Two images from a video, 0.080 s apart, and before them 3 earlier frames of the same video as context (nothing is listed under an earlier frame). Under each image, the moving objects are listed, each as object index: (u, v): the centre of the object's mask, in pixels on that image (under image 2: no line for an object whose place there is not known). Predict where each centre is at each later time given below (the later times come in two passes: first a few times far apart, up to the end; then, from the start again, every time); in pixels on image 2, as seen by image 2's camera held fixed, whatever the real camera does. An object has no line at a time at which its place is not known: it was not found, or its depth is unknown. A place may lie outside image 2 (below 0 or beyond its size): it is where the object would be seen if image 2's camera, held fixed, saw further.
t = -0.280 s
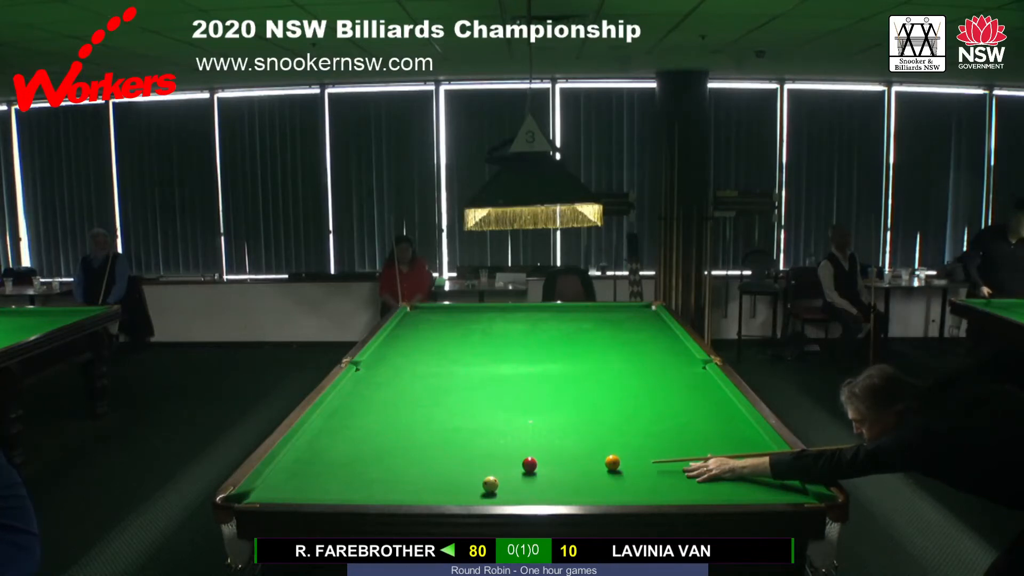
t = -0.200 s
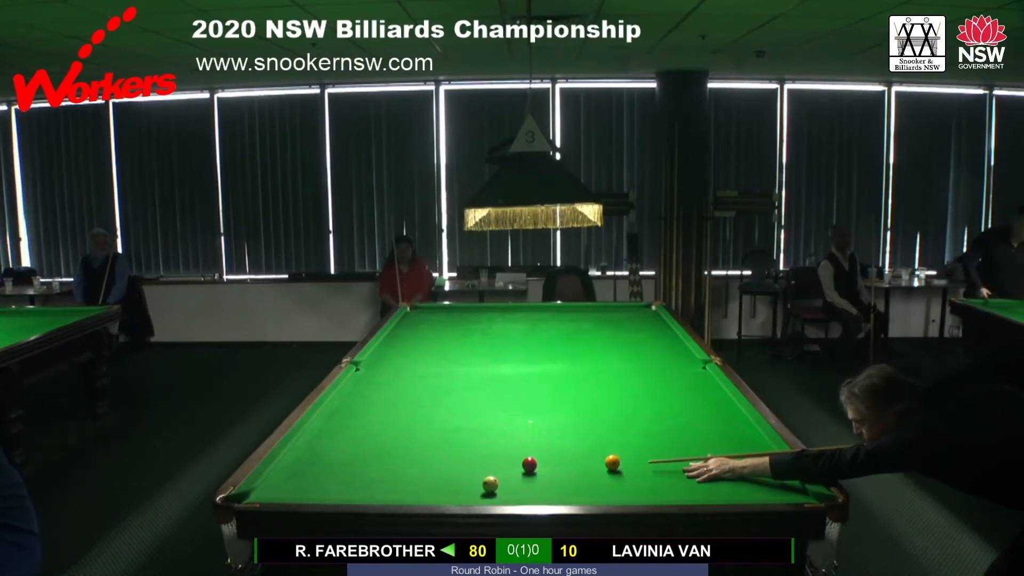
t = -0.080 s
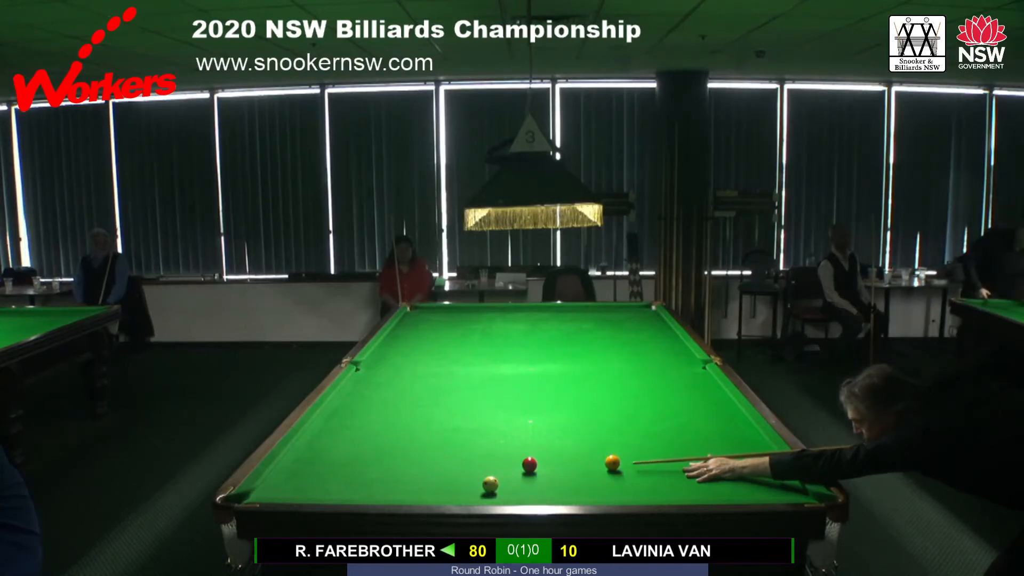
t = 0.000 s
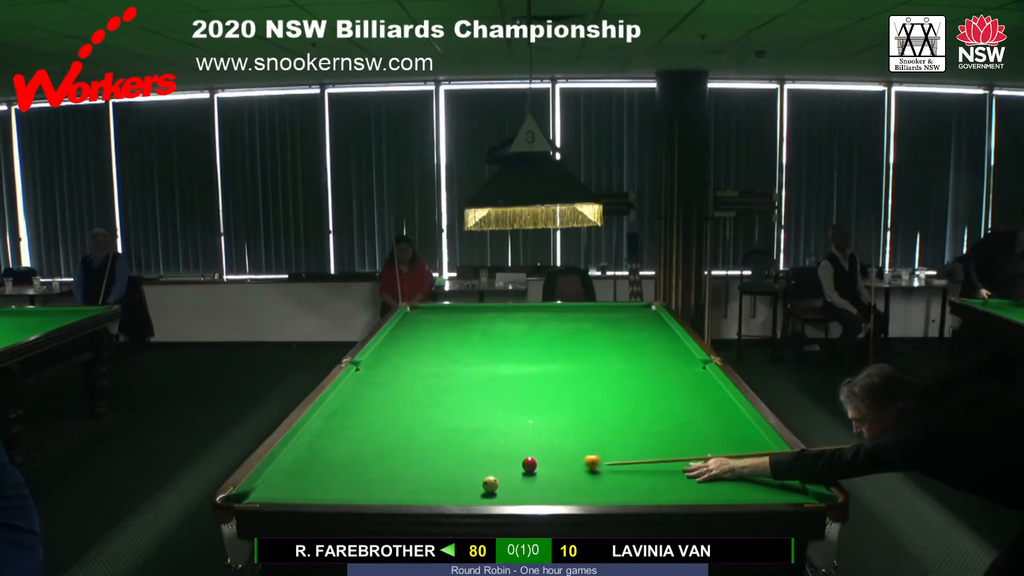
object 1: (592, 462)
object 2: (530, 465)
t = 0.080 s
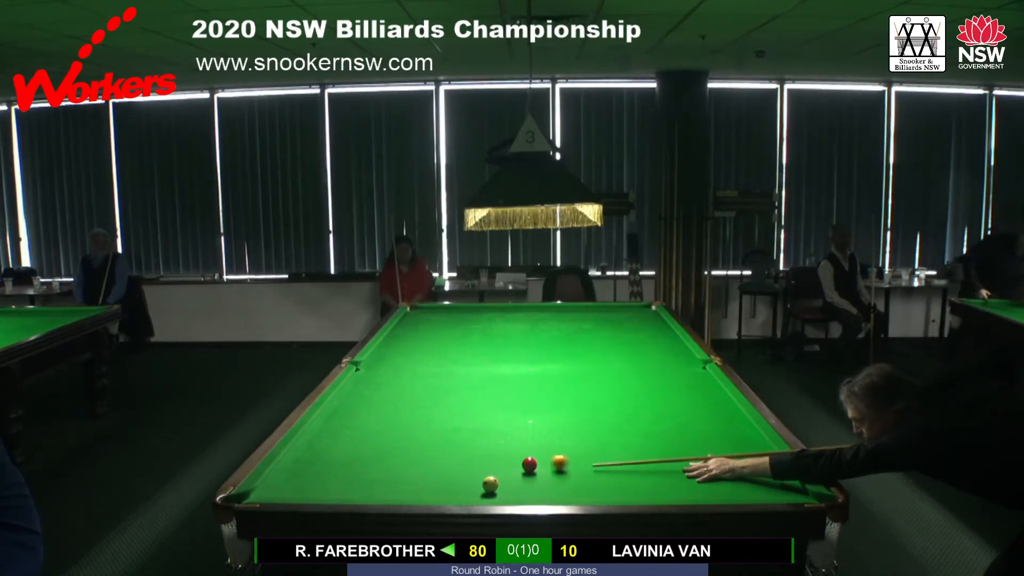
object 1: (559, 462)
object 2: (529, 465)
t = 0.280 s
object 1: (534, 458)
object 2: (494, 469)
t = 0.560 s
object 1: (517, 450)
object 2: (439, 476)
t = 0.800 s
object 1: (504, 445)
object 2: (392, 483)
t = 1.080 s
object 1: (490, 439)
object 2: (337, 489)
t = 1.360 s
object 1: (478, 434)
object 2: (284, 492)
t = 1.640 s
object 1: (467, 430)
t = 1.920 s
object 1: (458, 427)
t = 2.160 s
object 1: (451, 424)
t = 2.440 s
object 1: (444, 422)
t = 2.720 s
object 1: (438, 420)
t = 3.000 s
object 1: (433, 419)
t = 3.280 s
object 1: (431, 418)
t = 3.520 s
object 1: (429, 417)
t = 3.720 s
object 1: (429, 417)
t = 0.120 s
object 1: (545, 462)
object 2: (529, 465)
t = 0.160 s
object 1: (542, 461)
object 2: (520, 466)
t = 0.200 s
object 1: (539, 460)
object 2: (510, 467)
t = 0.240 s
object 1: (536, 459)
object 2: (502, 468)
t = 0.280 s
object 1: (534, 458)
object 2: (494, 469)
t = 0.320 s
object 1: (532, 457)
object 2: (486, 470)
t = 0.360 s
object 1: (529, 456)
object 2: (478, 471)
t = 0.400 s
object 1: (526, 455)
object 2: (470, 472)
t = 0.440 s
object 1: (524, 454)
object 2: (462, 473)
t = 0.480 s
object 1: (522, 453)
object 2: (455, 474)
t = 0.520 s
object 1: (519, 452)
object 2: (447, 476)
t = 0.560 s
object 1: (517, 450)
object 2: (439, 476)
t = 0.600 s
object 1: (515, 450)
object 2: (431, 478)
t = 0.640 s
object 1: (513, 448)
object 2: (423, 479)
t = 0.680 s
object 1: (510, 447)
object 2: (415, 480)
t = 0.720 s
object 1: (508, 447)
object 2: (407, 480)
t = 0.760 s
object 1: (506, 446)
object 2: (399, 482)
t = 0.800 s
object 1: (504, 445)
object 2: (392, 483)
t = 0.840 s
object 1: (502, 444)
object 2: (384, 483)
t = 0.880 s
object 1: (500, 443)
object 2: (376, 484)
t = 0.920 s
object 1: (498, 442)
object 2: (368, 486)
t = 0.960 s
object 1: (496, 441)
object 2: (360, 487)
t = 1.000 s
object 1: (494, 441)
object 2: (352, 487)
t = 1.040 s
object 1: (492, 440)
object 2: (345, 488)
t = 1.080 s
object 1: (490, 439)
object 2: (337, 489)
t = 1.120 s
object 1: (488, 438)
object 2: (329, 489)
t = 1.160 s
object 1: (486, 438)
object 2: (322, 490)
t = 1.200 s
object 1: (484, 437)
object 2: (314, 490)
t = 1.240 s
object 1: (483, 436)
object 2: (307, 491)
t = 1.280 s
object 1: (481, 436)
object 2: (299, 491)
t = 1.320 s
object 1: (479, 435)
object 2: (291, 492)
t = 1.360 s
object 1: (478, 434)
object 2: (284, 492)
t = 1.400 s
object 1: (476, 434)
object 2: (276, 493)
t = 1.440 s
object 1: (474, 433)
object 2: (269, 493)
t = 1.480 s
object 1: (473, 432)
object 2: (262, 494)
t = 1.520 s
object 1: (471, 432)
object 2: (254, 495)
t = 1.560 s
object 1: (470, 431)
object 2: (246, 498)
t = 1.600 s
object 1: (468, 430)
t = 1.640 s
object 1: (467, 430)
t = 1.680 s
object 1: (466, 430)
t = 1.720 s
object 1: (464, 429)
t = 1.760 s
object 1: (463, 429)
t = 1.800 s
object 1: (461, 428)
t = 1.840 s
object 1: (460, 427)
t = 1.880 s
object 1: (459, 427)
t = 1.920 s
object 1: (458, 427)
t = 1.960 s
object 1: (456, 426)
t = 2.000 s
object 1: (455, 426)
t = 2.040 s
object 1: (454, 425)
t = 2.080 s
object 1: (453, 425)
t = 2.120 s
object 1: (452, 424)
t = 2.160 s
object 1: (451, 424)
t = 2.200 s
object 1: (450, 424)
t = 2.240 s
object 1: (449, 423)
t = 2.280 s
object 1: (448, 423)
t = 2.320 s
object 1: (447, 423)
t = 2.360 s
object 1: (445, 422)
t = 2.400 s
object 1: (444, 422)
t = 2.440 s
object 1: (444, 422)
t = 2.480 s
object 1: (443, 421)
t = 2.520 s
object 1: (442, 421)
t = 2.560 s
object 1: (441, 421)
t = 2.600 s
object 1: (440, 420)
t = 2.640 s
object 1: (439, 420)
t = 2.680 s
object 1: (438, 420)
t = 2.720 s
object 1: (438, 420)
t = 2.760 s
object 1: (437, 420)
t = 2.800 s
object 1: (437, 419)
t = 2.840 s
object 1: (436, 419)
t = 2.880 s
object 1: (435, 419)
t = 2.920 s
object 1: (434, 419)
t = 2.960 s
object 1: (434, 419)
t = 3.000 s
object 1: (433, 419)
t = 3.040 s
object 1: (433, 418)
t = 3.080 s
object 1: (432, 418)
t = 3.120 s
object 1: (432, 418)
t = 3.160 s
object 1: (431, 418)
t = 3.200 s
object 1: (431, 418)
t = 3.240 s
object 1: (431, 418)
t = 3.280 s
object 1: (431, 418)
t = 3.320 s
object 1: (430, 418)
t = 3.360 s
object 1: (430, 417)
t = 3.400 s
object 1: (430, 418)
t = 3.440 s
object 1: (430, 417)
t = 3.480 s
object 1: (430, 417)
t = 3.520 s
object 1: (429, 417)
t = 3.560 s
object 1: (429, 417)
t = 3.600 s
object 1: (429, 417)
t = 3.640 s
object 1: (429, 417)
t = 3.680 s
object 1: (429, 417)
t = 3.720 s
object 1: (429, 417)
